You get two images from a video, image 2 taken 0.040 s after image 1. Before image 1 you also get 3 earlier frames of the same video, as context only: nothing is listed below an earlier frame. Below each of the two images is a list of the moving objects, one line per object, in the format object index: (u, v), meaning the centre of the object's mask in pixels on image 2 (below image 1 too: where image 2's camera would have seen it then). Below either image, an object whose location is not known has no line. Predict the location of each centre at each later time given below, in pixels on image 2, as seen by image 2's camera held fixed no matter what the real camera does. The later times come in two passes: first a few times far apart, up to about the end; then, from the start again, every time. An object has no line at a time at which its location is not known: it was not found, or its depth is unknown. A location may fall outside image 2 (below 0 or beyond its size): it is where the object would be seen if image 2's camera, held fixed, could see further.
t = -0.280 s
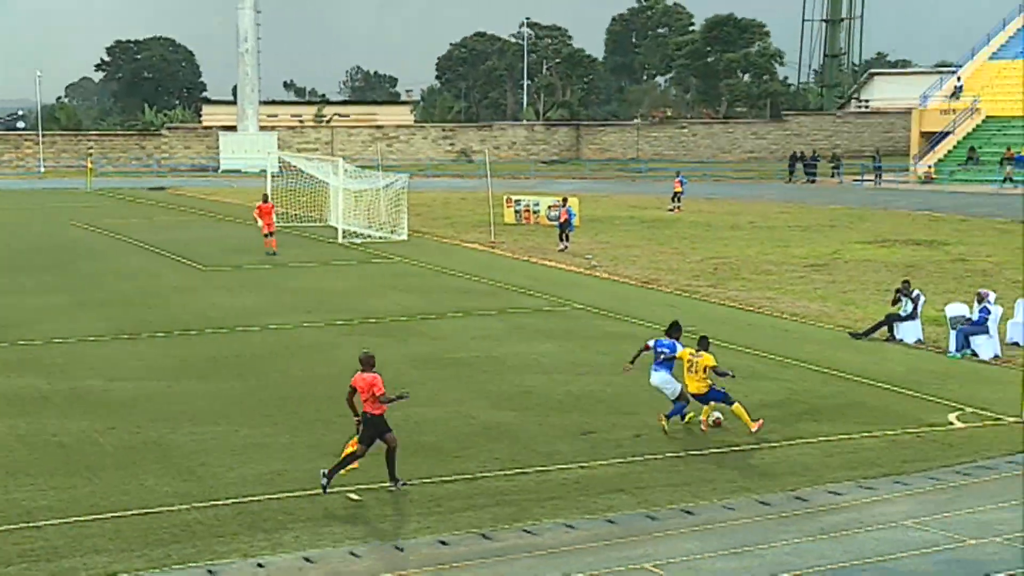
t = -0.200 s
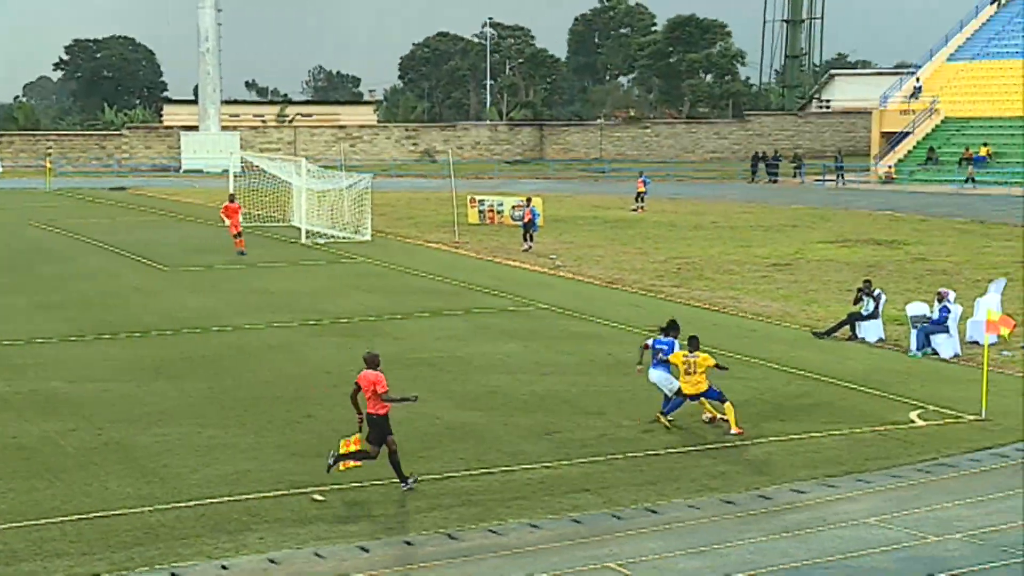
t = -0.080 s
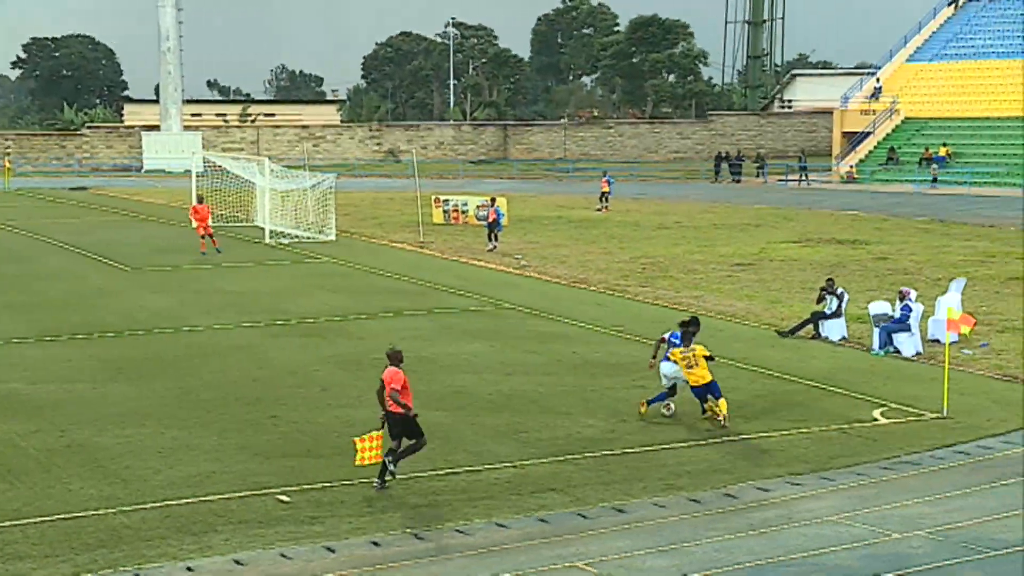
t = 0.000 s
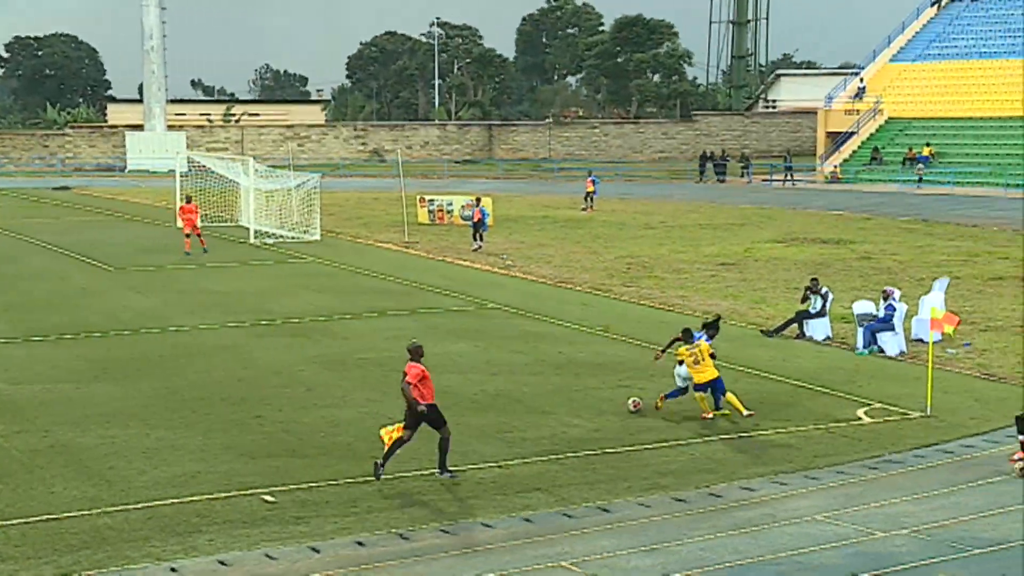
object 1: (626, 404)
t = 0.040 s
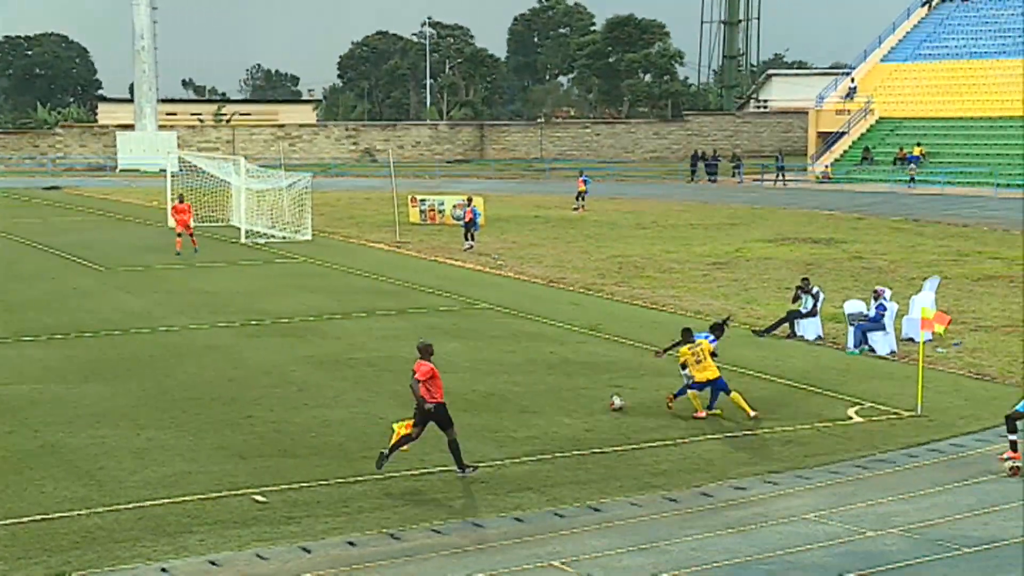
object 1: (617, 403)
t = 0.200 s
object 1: (589, 397)
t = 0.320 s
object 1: (573, 393)
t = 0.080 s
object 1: (608, 401)
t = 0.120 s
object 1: (601, 400)
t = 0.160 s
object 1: (594, 398)
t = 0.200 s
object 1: (589, 397)
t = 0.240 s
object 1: (583, 396)
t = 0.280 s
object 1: (578, 395)
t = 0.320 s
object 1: (573, 393)
